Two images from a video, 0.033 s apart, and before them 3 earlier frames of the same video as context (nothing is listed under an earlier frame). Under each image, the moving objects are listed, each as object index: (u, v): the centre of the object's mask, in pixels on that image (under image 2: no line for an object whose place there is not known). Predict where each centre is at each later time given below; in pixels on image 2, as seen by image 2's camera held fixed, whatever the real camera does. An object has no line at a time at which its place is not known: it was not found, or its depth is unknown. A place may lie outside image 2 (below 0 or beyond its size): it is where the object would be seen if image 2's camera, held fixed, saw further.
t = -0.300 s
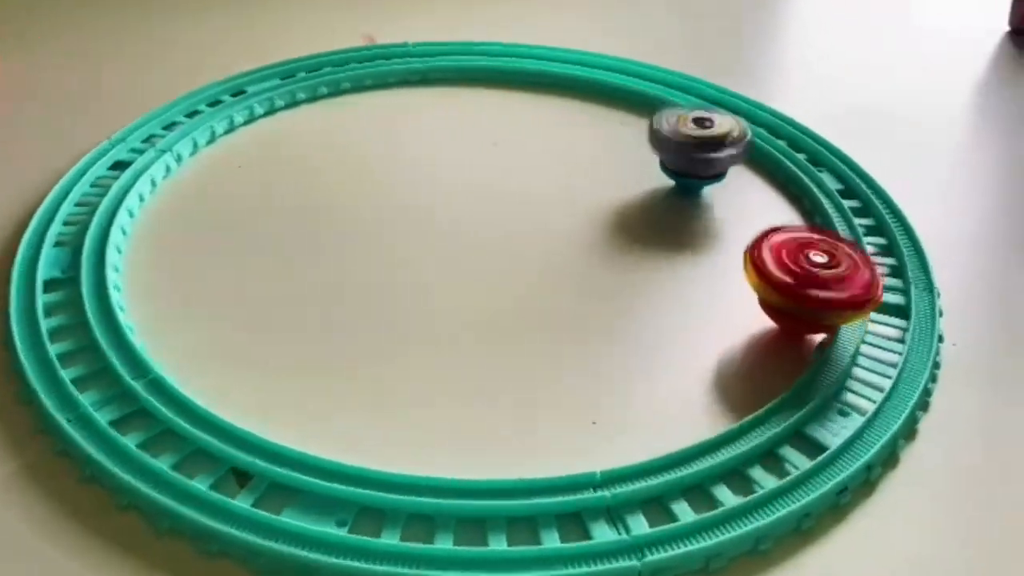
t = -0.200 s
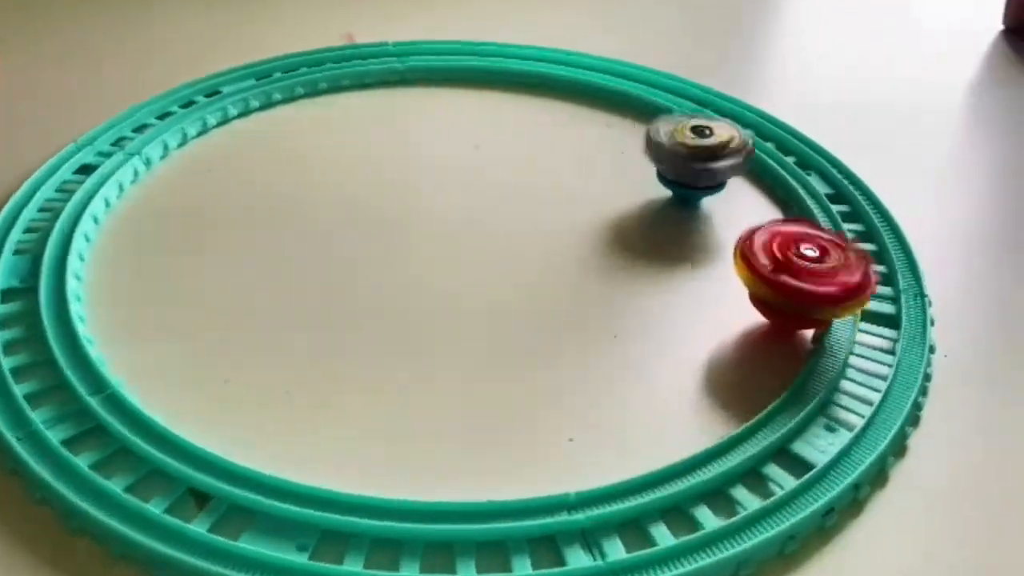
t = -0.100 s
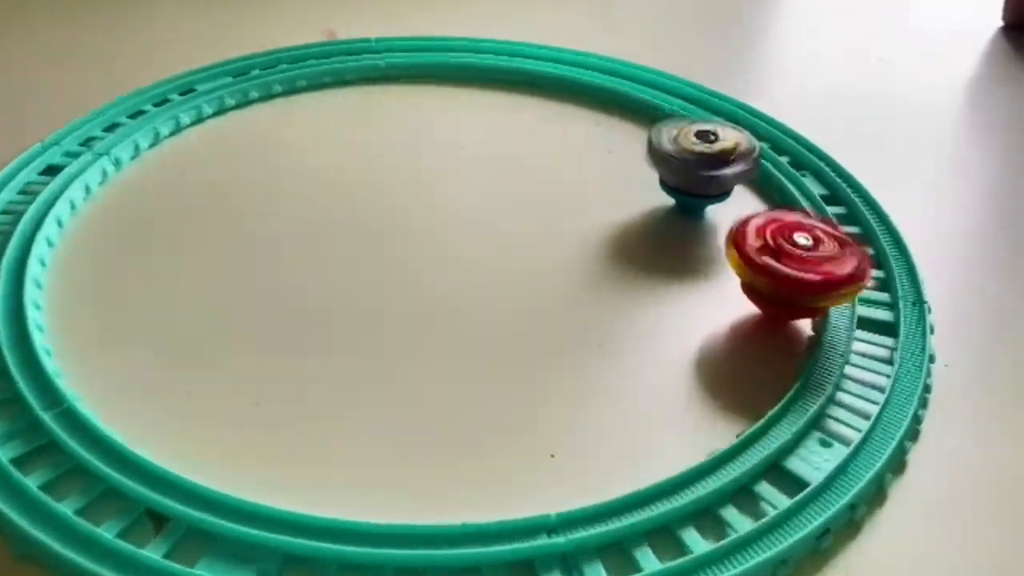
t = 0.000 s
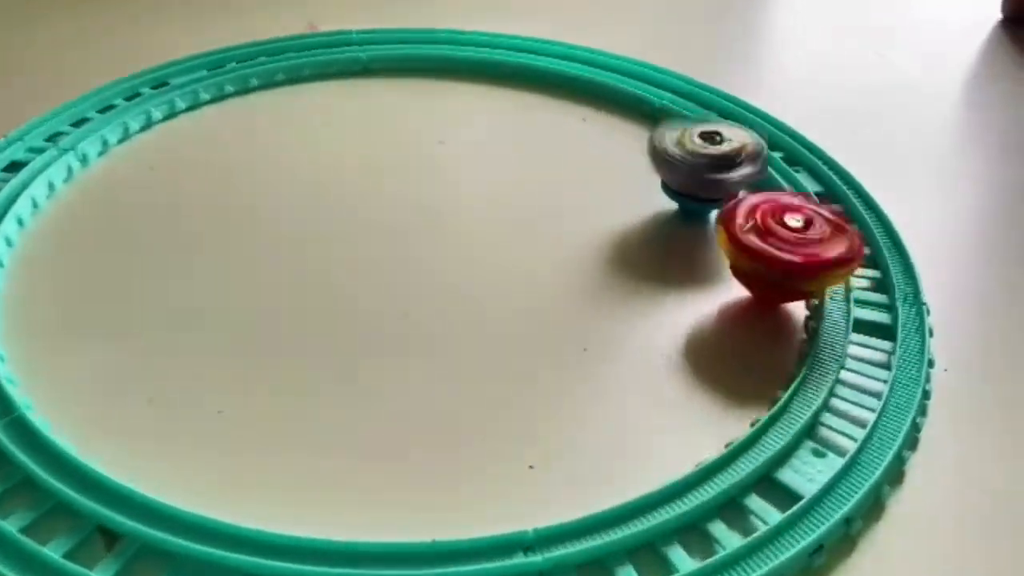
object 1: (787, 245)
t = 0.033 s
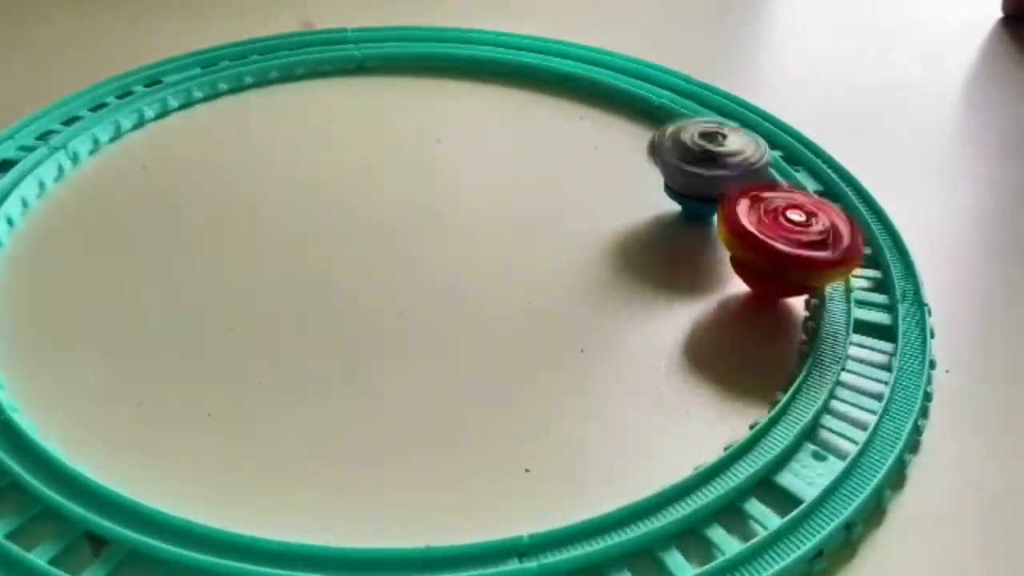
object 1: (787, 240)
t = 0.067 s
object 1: (788, 234)
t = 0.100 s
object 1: (794, 236)
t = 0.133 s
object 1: (798, 244)
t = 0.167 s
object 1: (794, 249)
